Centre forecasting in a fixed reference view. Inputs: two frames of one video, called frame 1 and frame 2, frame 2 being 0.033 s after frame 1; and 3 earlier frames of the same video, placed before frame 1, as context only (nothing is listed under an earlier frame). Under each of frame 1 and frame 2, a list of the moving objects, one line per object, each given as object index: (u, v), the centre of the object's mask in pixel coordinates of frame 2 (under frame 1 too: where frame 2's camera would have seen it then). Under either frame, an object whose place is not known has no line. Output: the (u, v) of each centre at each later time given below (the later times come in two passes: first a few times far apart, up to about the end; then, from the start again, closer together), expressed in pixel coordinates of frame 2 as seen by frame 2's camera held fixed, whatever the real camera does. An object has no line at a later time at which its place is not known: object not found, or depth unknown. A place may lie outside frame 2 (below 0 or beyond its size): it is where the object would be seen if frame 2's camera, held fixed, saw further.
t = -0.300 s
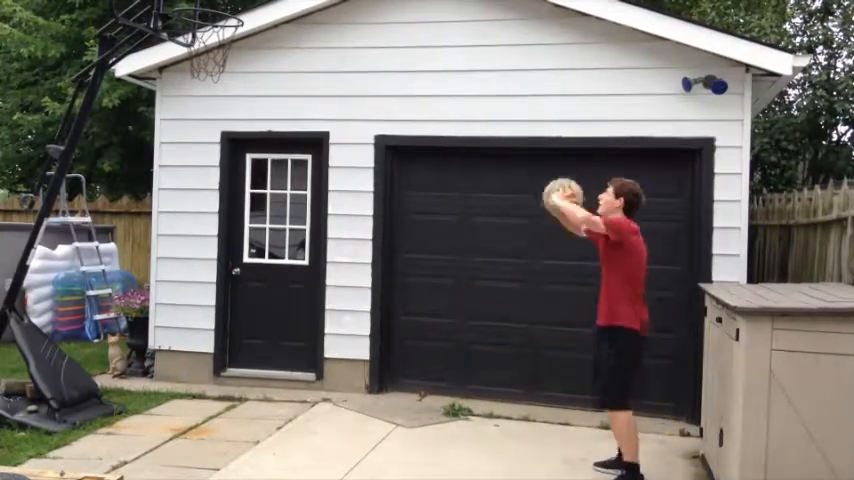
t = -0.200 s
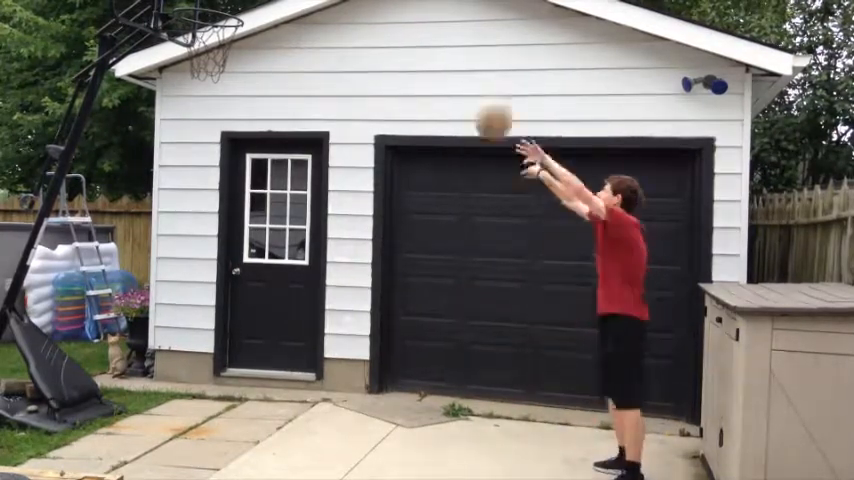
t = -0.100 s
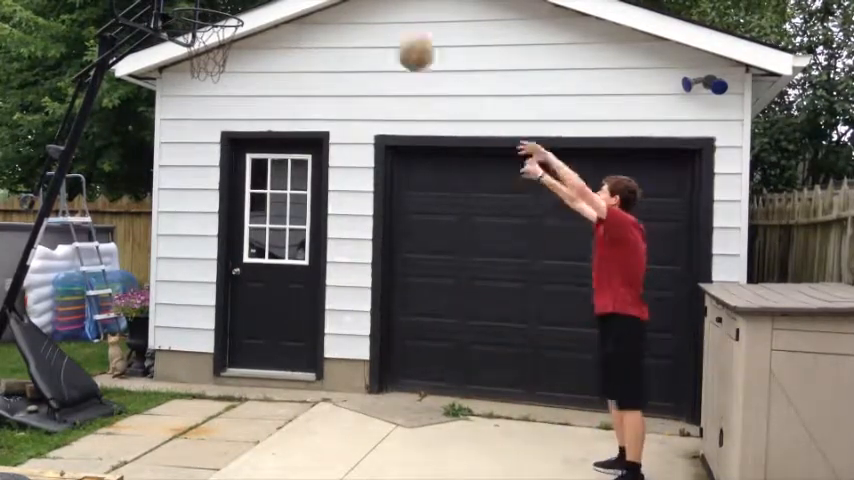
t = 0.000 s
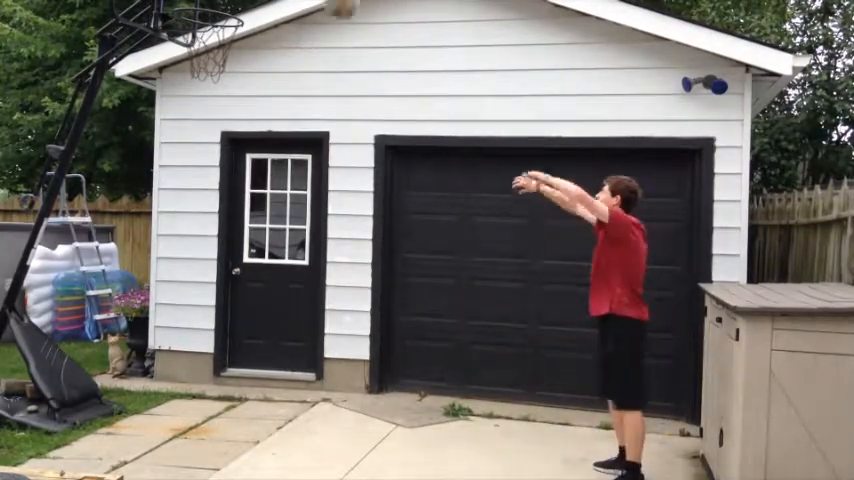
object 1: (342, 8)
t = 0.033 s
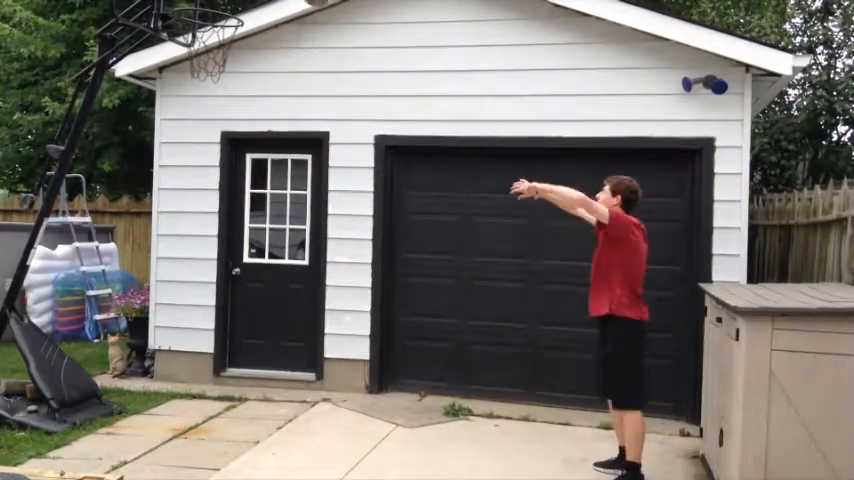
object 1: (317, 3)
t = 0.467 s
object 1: (217, 12)
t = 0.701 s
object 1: (190, 44)
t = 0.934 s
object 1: (179, 88)
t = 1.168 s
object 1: (168, 212)
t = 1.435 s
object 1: (153, 401)
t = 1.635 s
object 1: (157, 275)
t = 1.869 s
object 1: (159, 195)
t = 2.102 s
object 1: (158, 193)
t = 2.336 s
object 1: (154, 274)
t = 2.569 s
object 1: (147, 433)
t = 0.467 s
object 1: (217, 12)
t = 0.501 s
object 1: (221, 18)
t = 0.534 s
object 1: (221, 24)
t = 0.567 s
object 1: (212, 29)
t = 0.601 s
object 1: (206, 32)
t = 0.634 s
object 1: (200, 37)
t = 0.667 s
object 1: (194, 41)
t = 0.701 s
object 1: (190, 44)
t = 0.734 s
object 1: (189, 46)
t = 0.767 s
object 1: (186, 47)
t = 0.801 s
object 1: (185, 50)
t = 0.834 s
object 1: (184, 57)
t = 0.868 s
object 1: (183, 66)
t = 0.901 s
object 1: (181, 77)
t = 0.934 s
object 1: (179, 88)
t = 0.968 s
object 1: (178, 102)
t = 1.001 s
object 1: (176, 118)
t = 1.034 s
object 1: (175, 130)
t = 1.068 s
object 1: (174, 151)
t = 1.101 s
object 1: (172, 170)
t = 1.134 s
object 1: (170, 191)
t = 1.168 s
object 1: (168, 212)
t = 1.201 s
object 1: (165, 238)
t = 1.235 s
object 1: (163, 264)
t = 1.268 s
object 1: (161, 291)
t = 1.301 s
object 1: (159, 321)
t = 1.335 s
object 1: (156, 353)
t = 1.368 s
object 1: (154, 384)
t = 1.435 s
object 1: (153, 401)
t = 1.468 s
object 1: (152, 376)
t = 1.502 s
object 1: (154, 353)
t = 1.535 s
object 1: (155, 334)
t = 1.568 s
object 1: (156, 311)
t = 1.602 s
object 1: (157, 292)
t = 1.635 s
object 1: (157, 275)
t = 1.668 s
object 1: (157, 259)
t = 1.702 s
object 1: (158, 245)
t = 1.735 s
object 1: (158, 232)
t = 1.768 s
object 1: (158, 221)
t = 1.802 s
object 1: (159, 210)
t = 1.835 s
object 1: (159, 202)
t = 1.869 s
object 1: (159, 195)
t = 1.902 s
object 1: (159, 191)
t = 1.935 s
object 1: (158, 187)
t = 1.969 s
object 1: (159, 185)
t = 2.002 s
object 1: (159, 185)
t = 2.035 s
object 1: (159, 185)
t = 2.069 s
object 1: (158, 189)
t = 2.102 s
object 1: (158, 193)
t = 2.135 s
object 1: (158, 200)
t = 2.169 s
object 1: (158, 207)
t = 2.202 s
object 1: (157, 217)
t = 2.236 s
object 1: (157, 228)
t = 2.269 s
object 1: (156, 242)
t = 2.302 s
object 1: (155, 257)
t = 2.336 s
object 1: (154, 274)
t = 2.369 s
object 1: (153, 293)
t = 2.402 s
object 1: (152, 313)
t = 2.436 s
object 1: (151, 335)
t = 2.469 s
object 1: (146, 358)
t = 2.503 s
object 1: (149, 382)
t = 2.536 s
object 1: (148, 412)
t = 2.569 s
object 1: (147, 433)
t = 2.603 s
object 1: (149, 408)
